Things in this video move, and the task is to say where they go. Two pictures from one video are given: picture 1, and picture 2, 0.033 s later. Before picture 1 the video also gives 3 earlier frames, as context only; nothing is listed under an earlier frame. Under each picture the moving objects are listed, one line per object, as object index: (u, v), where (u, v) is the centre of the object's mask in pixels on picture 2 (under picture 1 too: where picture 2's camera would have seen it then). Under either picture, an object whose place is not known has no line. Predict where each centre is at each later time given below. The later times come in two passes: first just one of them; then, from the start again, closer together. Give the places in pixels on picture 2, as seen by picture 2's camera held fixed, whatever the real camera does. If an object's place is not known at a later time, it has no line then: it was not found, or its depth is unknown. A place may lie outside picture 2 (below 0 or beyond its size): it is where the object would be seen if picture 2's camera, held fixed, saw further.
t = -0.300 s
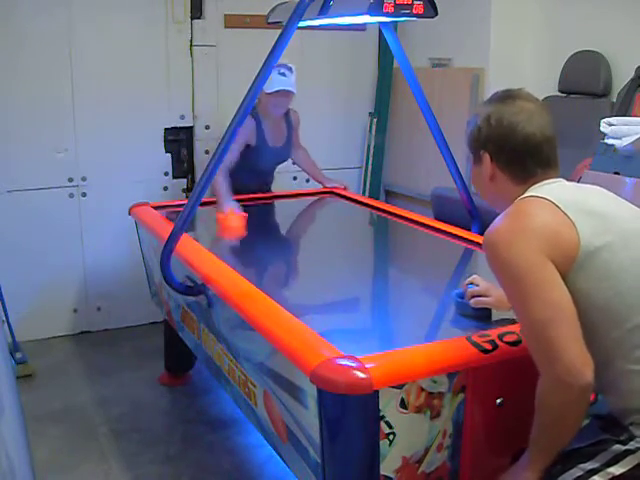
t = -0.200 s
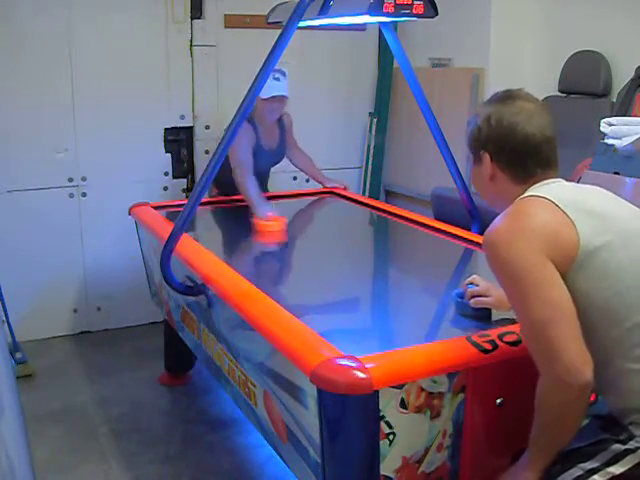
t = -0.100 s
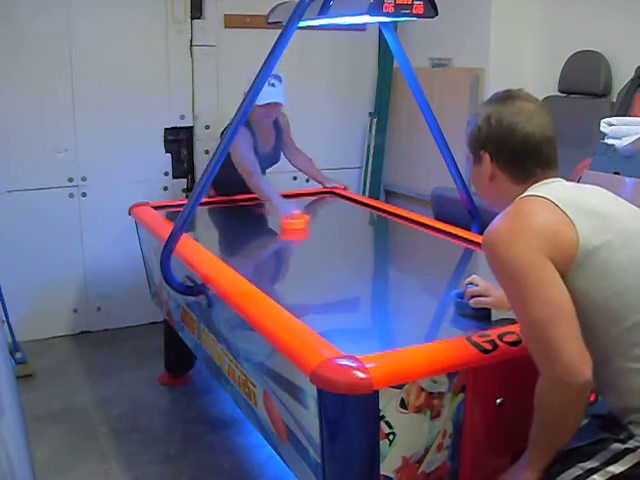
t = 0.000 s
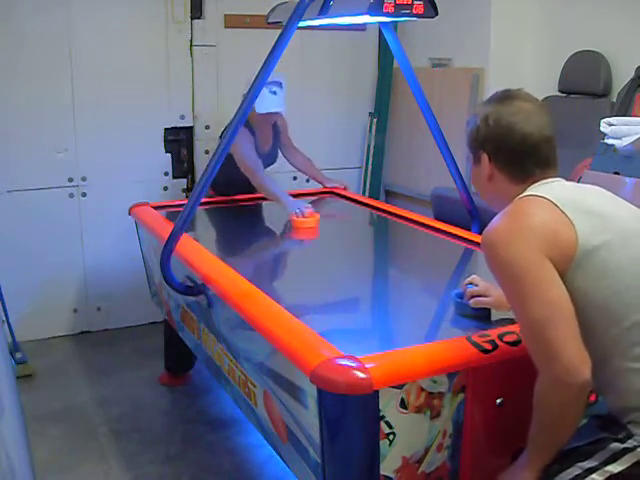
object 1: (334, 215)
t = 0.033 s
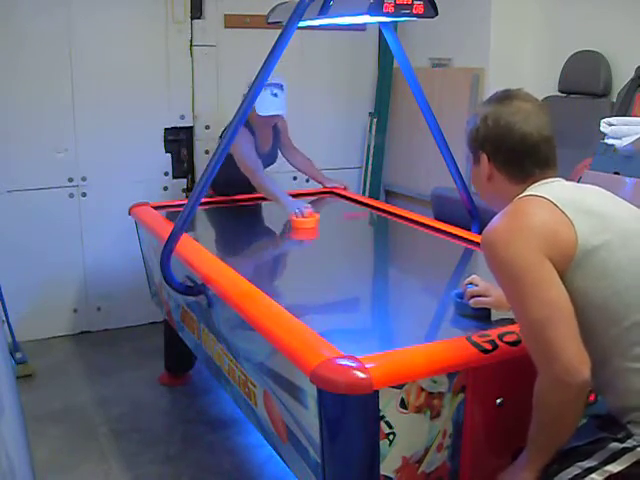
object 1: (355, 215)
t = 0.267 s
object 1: (380, 241)
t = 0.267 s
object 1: (380, 241)
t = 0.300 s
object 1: (376, 246)
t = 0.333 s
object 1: (374, 252)
